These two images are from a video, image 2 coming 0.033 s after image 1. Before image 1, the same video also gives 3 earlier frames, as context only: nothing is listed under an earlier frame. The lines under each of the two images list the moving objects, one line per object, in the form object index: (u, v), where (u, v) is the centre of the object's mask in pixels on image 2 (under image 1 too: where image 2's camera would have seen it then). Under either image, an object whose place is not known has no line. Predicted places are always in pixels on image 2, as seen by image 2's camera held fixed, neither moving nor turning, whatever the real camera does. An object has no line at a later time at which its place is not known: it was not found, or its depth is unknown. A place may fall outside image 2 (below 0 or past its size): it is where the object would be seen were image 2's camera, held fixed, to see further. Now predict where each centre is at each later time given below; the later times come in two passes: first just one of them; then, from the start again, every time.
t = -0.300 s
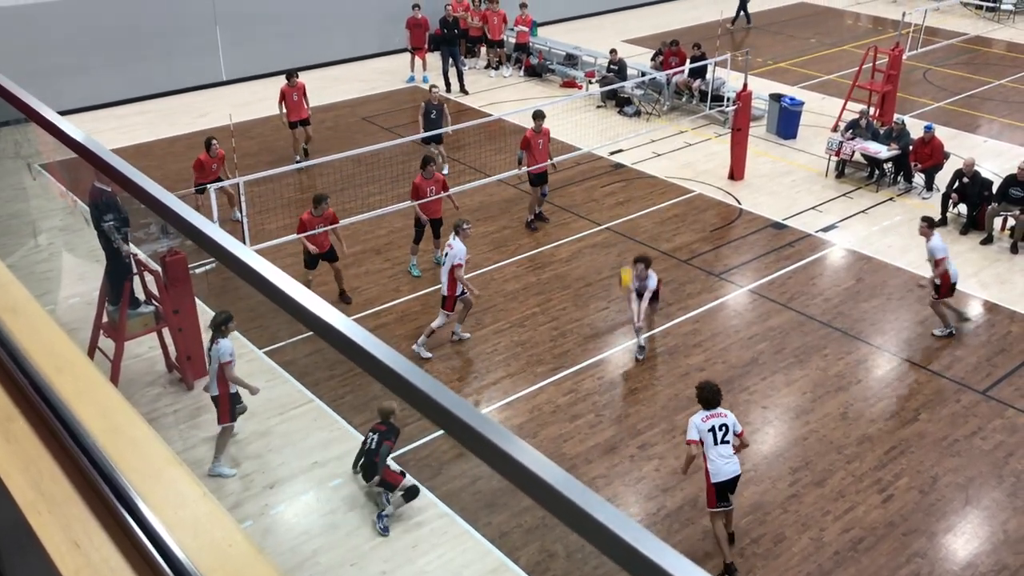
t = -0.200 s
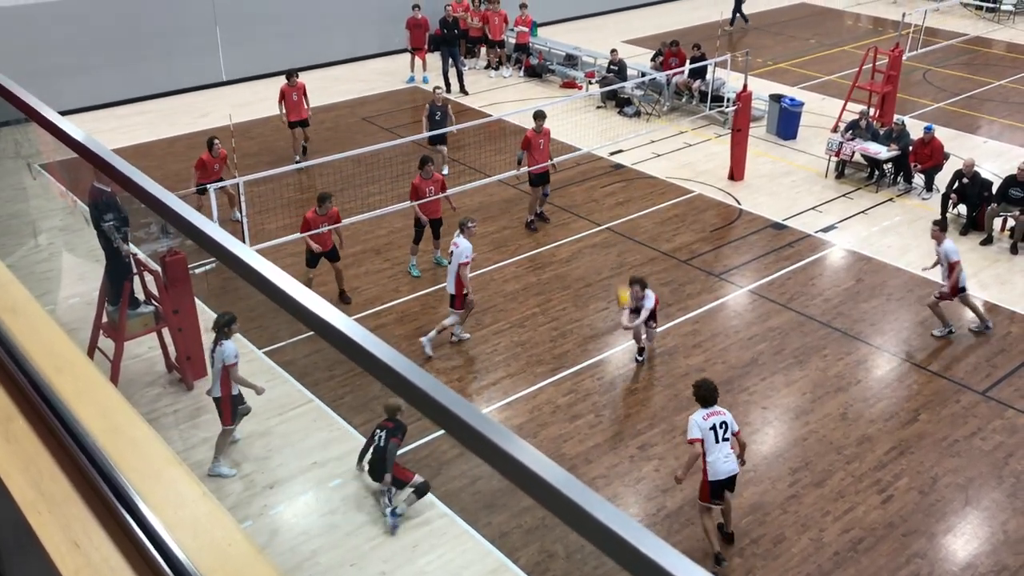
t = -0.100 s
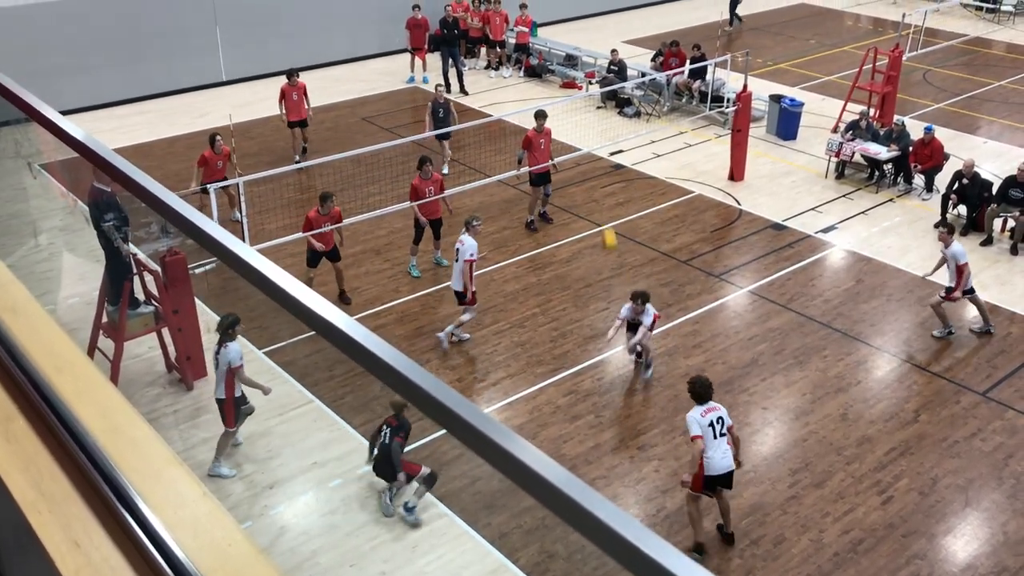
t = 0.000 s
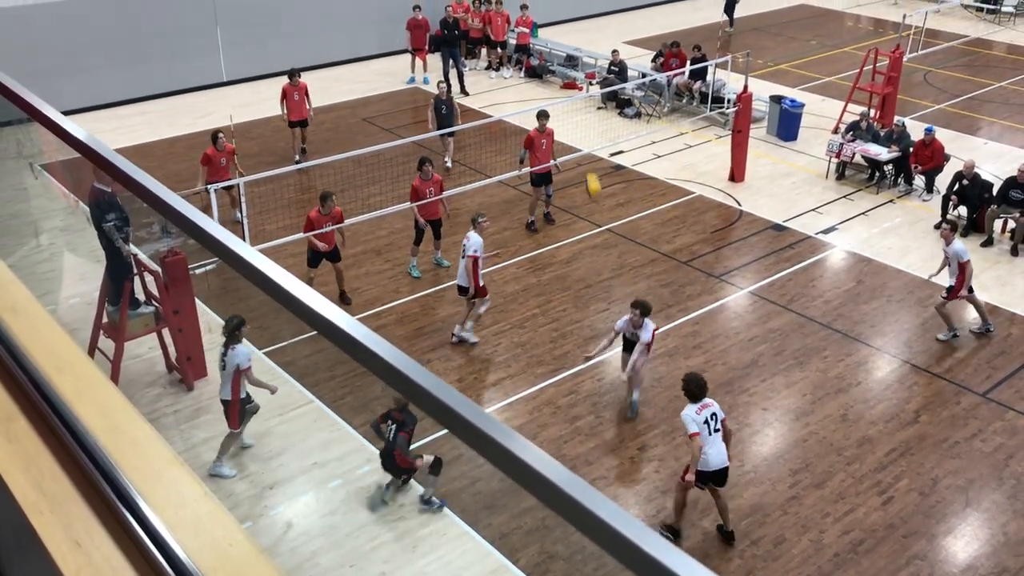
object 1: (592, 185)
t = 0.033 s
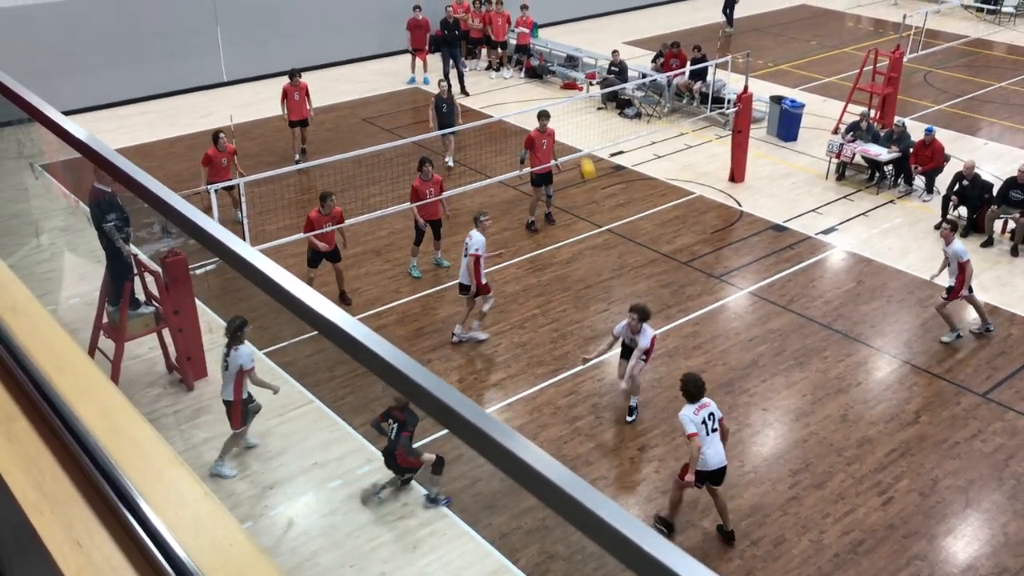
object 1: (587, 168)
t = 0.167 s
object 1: (563, 105)
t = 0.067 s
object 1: (582, 151)
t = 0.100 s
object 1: (574, 136)
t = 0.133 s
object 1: (569, 120)
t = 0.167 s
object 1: (563, 105)
